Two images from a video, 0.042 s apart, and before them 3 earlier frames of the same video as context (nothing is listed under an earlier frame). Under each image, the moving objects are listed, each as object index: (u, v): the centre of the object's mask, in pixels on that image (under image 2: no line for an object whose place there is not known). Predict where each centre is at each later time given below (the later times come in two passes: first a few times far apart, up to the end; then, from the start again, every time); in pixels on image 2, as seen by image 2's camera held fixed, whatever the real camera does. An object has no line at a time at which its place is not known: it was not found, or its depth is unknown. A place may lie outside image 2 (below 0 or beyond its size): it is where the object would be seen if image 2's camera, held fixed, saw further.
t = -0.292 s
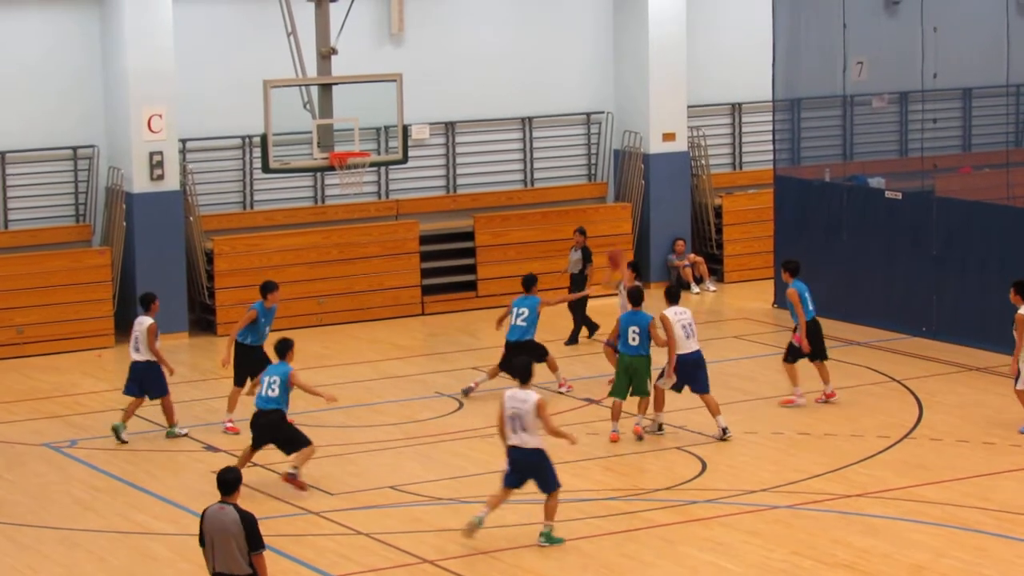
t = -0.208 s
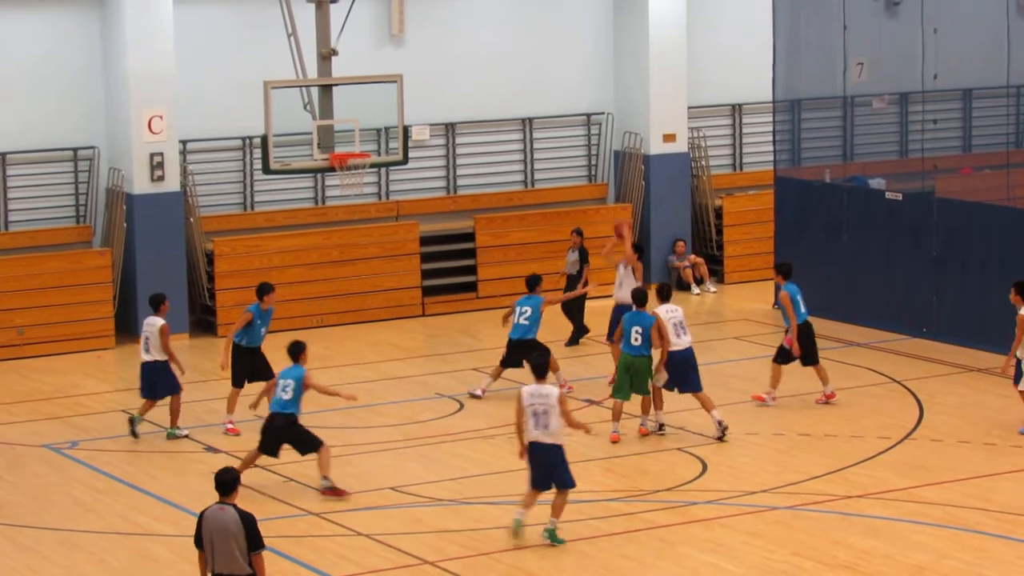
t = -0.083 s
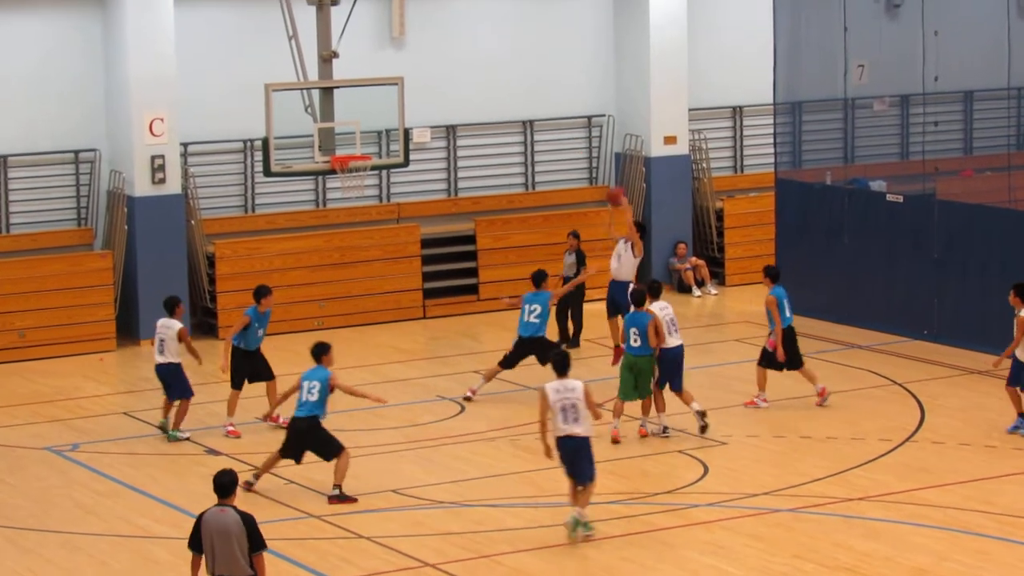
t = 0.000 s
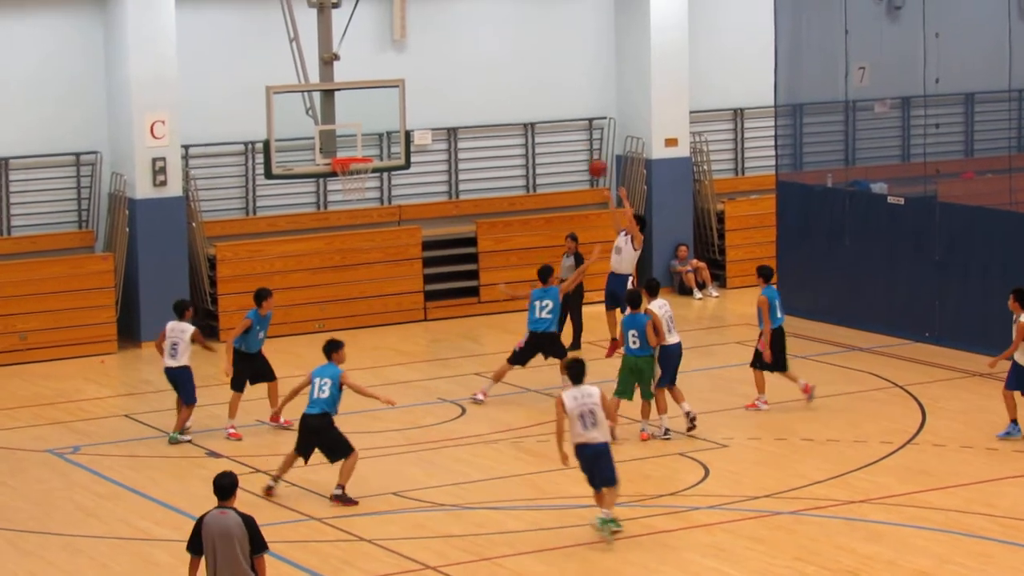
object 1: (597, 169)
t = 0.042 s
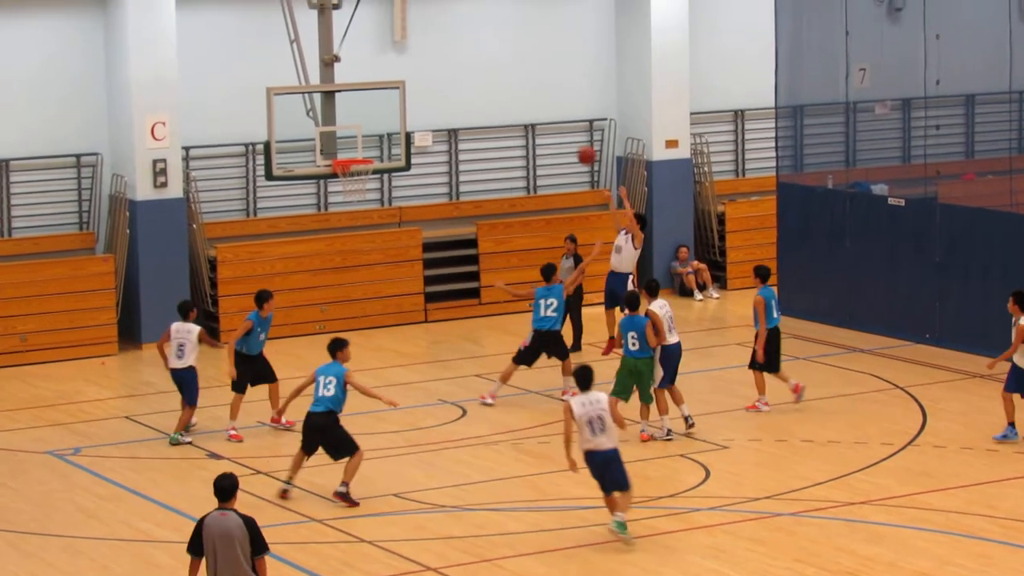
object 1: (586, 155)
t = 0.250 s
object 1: (528, 102)
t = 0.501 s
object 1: (459, 82)
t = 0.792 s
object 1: (380, 123)
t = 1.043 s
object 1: (364, 159)
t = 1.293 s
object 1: (345, 185)
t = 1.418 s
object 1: (338, 195)
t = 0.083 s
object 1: (575, 142)
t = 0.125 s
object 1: (563, 130)
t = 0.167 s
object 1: (551, 119)
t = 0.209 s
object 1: (540, 110)
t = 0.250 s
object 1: (528, 102)
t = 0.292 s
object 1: (517, 95)
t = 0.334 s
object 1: (505, 90)
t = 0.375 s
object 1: (493, 86)
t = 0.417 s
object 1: (482, 83)
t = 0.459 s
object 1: (470, 82)
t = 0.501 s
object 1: (459, 82)
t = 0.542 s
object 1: (447, 84)
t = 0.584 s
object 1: (436, 87)
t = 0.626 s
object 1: (425, 91)
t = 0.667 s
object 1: (414, 97)
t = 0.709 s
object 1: (402, 105)
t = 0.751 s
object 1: (390, 113)
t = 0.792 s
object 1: (380, 123)
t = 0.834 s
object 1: (368, 135)
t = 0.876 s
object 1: (357, 148)
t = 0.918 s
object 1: (348, 155)
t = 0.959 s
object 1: (348, 157)
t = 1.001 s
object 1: (353, 157)
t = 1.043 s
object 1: (364, 159)
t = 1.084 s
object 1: (362, 171)
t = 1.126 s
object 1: (358, 175)
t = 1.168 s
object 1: (354, 179)
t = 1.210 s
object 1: (351, 182)
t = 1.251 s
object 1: (348, 184)
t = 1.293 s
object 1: (345, 185)
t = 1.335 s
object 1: (342, 186)
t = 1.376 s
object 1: (340, 190)
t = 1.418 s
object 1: (338, 195)
